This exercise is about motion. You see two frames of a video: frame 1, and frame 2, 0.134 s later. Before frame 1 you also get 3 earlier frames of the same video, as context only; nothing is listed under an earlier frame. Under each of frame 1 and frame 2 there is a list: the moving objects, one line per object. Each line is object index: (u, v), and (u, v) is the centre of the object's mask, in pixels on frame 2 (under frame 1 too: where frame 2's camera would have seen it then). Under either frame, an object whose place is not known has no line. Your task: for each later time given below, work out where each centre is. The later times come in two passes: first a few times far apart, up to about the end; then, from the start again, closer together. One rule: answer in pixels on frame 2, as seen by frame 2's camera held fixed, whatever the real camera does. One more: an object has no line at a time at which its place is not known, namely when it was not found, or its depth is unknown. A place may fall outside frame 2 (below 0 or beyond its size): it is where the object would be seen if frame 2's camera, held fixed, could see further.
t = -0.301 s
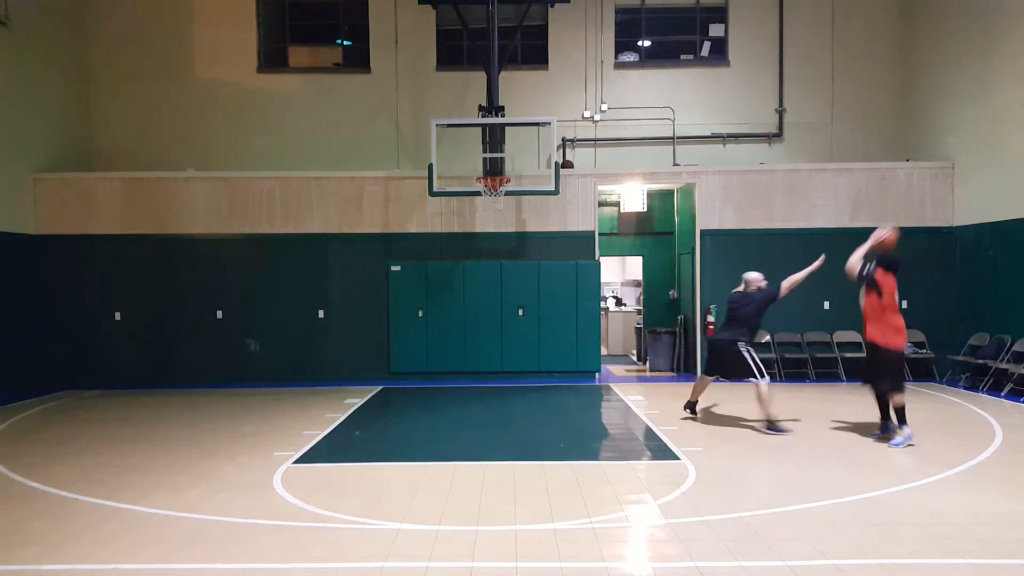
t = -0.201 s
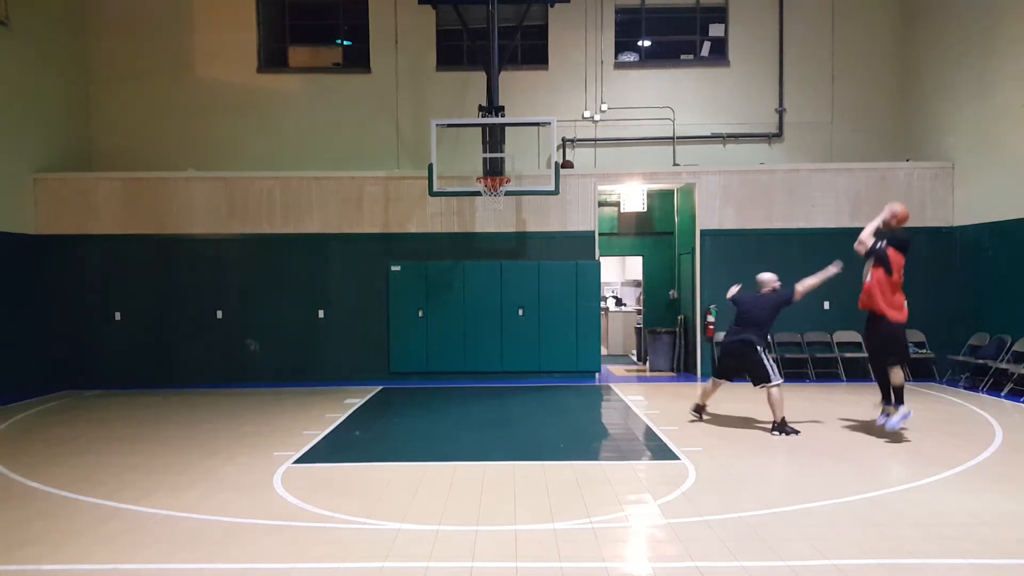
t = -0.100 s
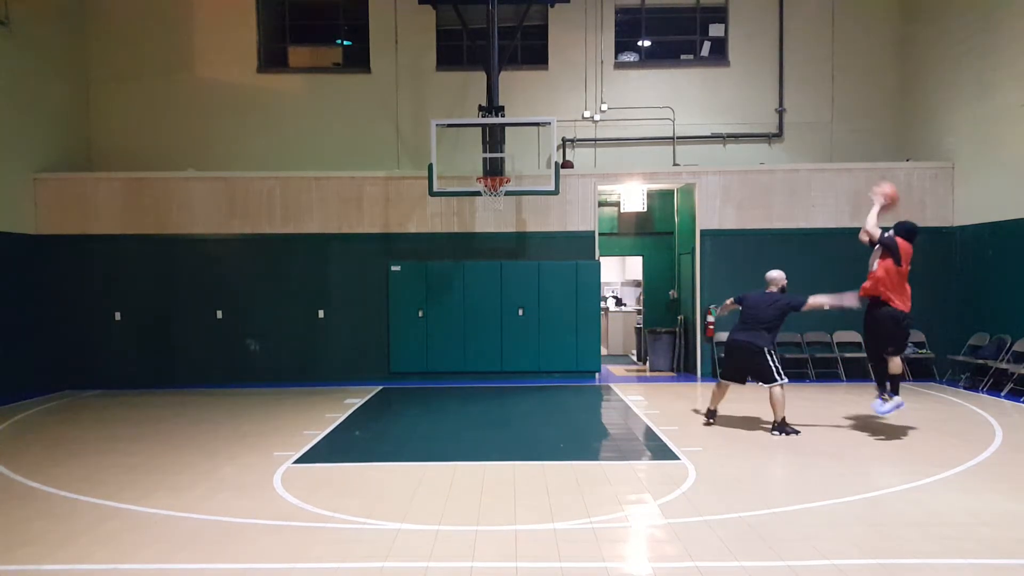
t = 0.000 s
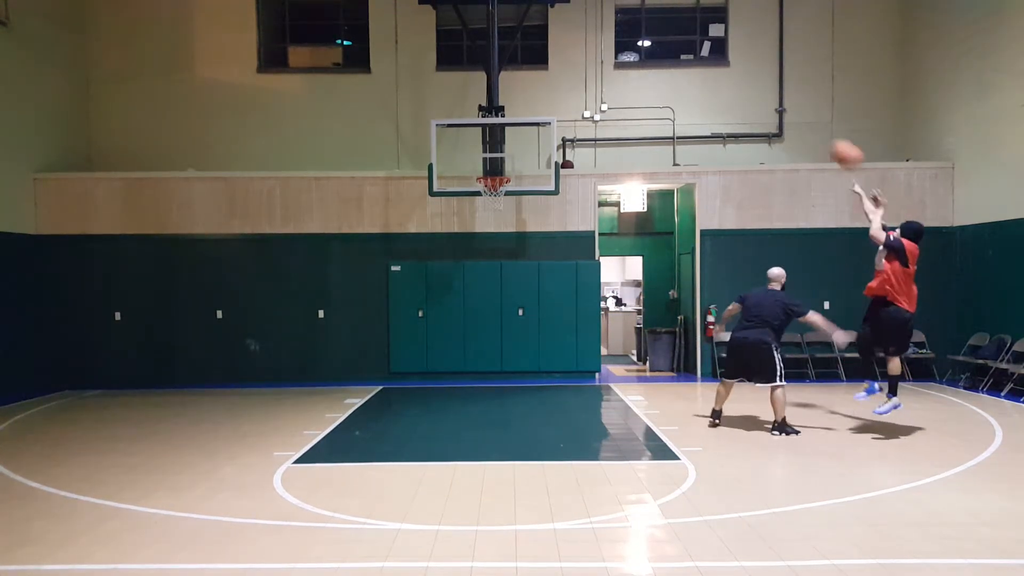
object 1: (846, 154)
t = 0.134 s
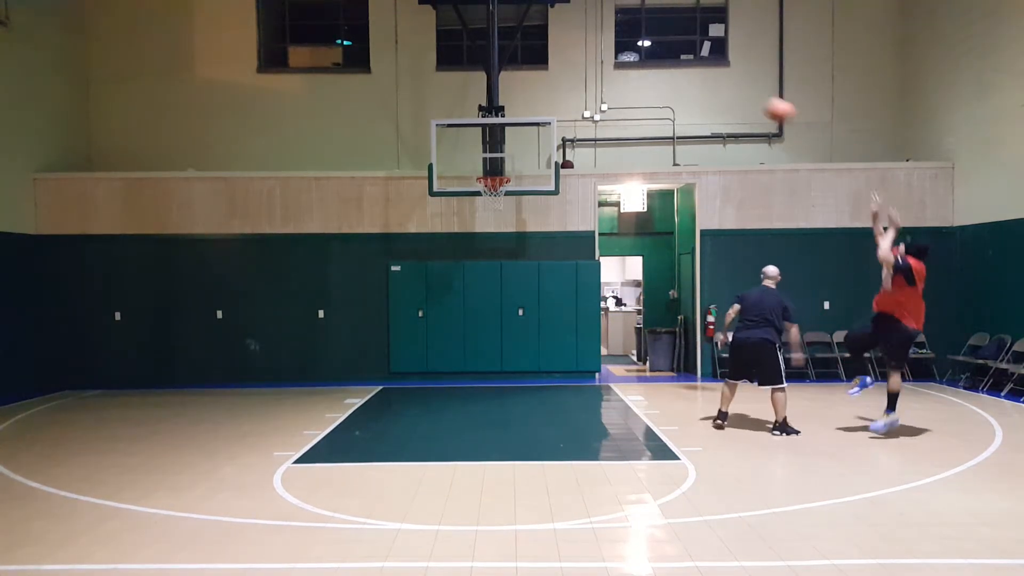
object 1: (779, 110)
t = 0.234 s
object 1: (733, 91)
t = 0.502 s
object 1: (626, 84)
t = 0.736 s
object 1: (550, 122)
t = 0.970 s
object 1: (490, 188)
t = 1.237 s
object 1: (480, 241)
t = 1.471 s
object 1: (474, 324)
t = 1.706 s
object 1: (478, 359)
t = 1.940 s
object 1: (498, 295)
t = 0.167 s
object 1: (765, 102)
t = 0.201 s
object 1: (749, 96)
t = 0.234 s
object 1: (733, 91)
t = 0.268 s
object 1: (719, 87)
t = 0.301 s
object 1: (704, 84)
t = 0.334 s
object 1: (690, 81)
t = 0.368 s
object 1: (677, 79)
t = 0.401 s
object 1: (664, 79)
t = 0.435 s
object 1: (651, 80)
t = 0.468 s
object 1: (639, 82)
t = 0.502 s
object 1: (626, 84)
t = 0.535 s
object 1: (615, 87)
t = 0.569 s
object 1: (604, 91)
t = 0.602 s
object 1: (592, 95)
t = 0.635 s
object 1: (581, 101)
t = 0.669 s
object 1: (570, 107)
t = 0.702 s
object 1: (560, 114)
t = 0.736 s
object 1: (550, 122)
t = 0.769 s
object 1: (541, 130)
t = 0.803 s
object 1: (530, 140)
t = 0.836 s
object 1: (521, 148)
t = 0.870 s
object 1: (513, 159)
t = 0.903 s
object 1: (504, 170)
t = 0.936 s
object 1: (494, 183)
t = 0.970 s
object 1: (490, 188)
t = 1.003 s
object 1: (486, 197)
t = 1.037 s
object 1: (483, 203)
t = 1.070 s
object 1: (483, 207)
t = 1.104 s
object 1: (482, 211)
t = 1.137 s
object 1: (481, 218)
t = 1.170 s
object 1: (480, 224)
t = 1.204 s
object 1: (480, 231)
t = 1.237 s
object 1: (480, 241)
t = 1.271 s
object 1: (479, 249)
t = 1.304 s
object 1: (478, 260)
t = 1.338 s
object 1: (477, 271)
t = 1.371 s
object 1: (476, 284)
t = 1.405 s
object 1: (475, 296)
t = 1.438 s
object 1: (475, 310)
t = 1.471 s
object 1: (474, 324)
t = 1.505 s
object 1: (473, 341)
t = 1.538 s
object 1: (472, 357)
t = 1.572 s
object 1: (471, 375)
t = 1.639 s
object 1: (473, 383)
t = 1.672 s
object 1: (475, 370)
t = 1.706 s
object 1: (478, 359)
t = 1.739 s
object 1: (481, 347)
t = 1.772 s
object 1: (483, 336)
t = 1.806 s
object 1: (487, 326)
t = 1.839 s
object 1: (489, 317)
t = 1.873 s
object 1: (492, 309)
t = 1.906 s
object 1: (495, 302)
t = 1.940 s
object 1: (498, 295)
